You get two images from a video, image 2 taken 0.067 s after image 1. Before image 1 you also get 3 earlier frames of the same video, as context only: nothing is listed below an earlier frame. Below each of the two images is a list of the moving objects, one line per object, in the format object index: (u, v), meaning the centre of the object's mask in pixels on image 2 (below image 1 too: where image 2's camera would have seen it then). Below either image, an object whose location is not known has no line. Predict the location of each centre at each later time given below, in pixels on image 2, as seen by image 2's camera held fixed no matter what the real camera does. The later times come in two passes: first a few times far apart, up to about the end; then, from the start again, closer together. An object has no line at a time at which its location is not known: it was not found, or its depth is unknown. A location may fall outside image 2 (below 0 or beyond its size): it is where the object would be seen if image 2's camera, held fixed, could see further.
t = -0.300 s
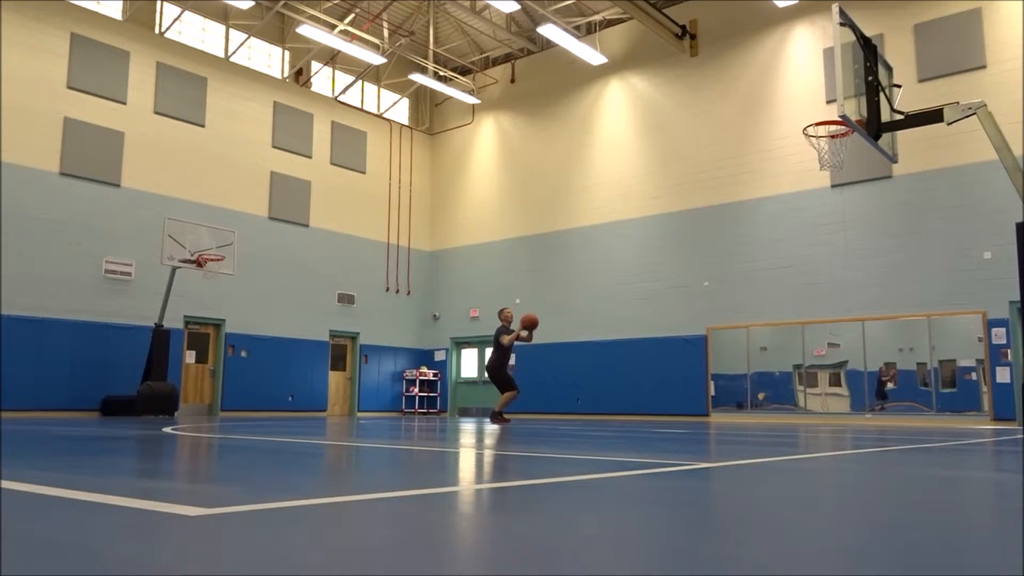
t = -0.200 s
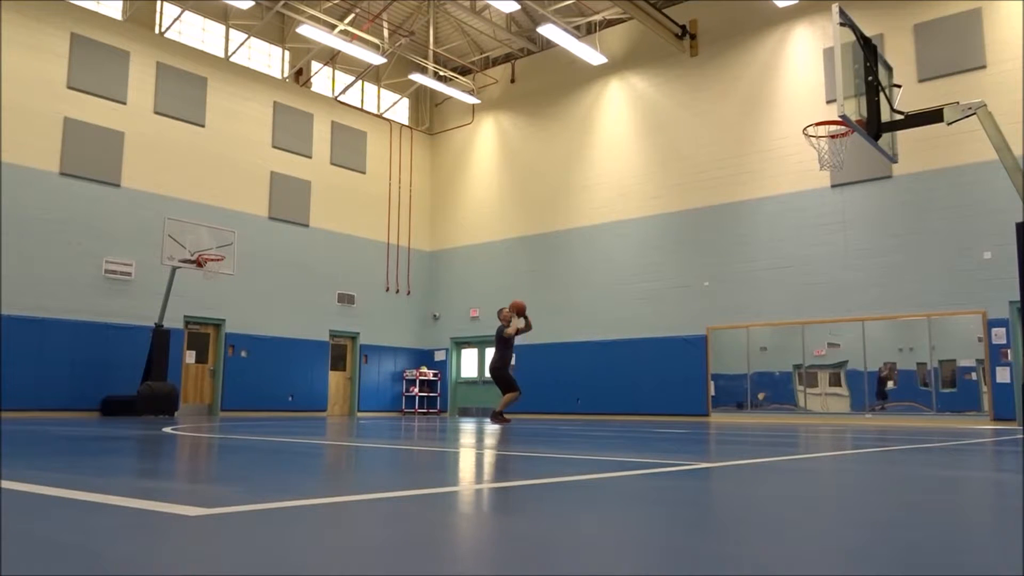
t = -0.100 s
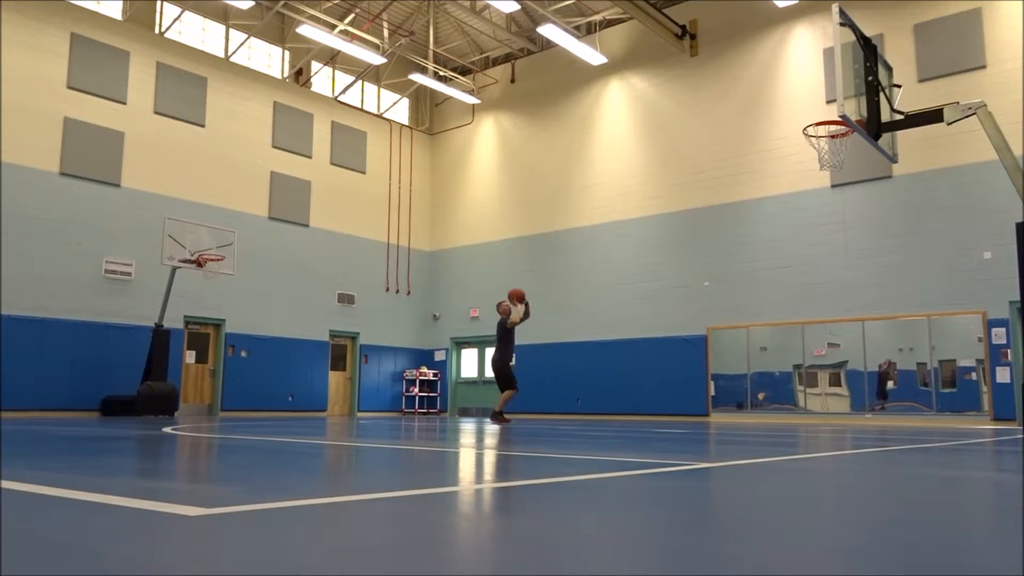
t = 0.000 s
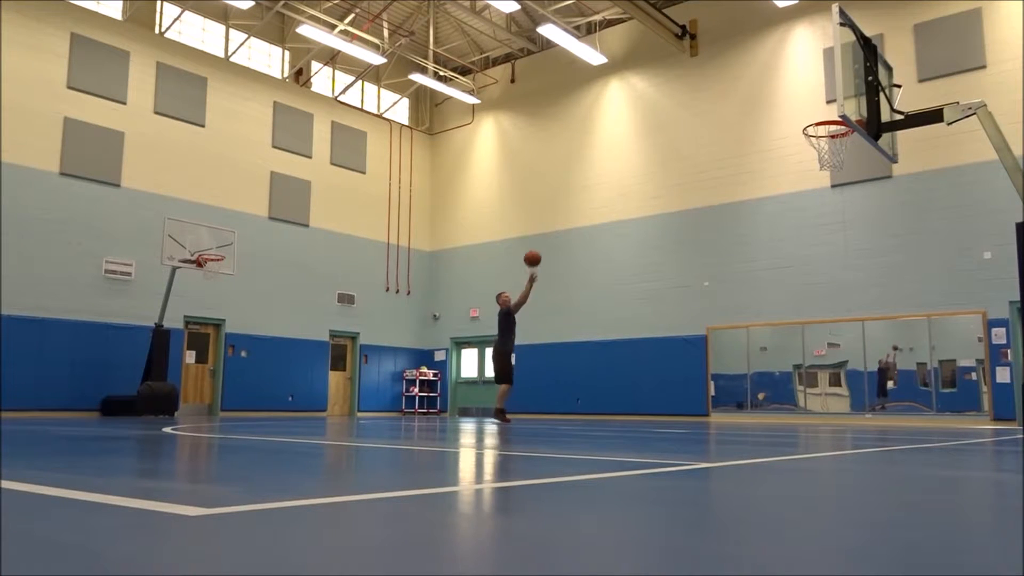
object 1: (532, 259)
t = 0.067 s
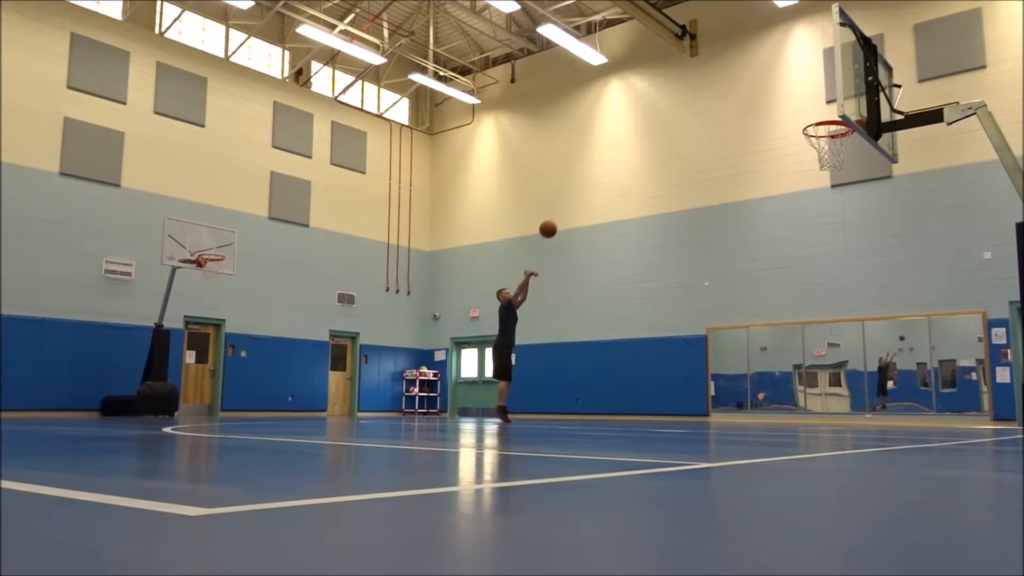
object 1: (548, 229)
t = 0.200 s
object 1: (580, 177)
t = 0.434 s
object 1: (641, 112)
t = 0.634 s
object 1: (699, 85)
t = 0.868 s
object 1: (777, 93)
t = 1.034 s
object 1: (827, 98)
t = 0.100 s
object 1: (556, 215)
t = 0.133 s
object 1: (564, 202)
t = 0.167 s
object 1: (572, 189)
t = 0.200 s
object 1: (580, 177)
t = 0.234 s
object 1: (588, 166)
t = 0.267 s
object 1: (597, 155)
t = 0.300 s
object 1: (605, 145)
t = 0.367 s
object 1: (623, 127)
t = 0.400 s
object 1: (632, 119)
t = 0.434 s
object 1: (641, 112)
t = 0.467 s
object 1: (650, 106)
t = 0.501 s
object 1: (659, 100)
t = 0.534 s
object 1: (669, 95)
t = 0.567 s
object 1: (679, 91)
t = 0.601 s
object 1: (689, 87)
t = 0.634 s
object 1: (699, 85)
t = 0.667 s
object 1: (709, 83)
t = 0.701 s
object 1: (720, 83)
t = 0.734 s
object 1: (731, 83)
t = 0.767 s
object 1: (742, 84)
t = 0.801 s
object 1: (753, 85)
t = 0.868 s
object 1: (777, 93)
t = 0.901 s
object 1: (790, 98)
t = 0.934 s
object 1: (802, 104)
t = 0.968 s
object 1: (815, 112)
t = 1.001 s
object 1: (822, 107)
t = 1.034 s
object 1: (827, 98)
